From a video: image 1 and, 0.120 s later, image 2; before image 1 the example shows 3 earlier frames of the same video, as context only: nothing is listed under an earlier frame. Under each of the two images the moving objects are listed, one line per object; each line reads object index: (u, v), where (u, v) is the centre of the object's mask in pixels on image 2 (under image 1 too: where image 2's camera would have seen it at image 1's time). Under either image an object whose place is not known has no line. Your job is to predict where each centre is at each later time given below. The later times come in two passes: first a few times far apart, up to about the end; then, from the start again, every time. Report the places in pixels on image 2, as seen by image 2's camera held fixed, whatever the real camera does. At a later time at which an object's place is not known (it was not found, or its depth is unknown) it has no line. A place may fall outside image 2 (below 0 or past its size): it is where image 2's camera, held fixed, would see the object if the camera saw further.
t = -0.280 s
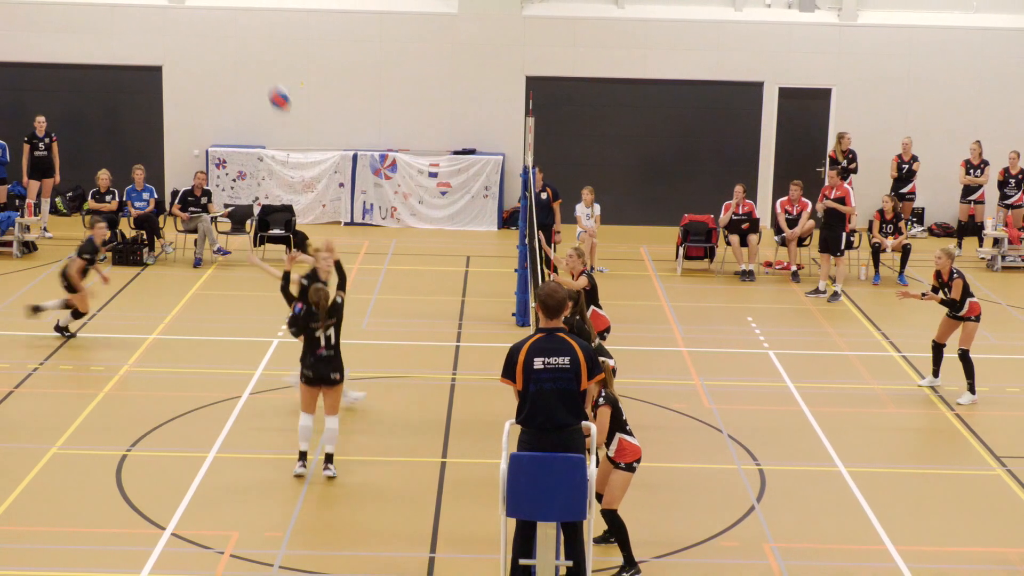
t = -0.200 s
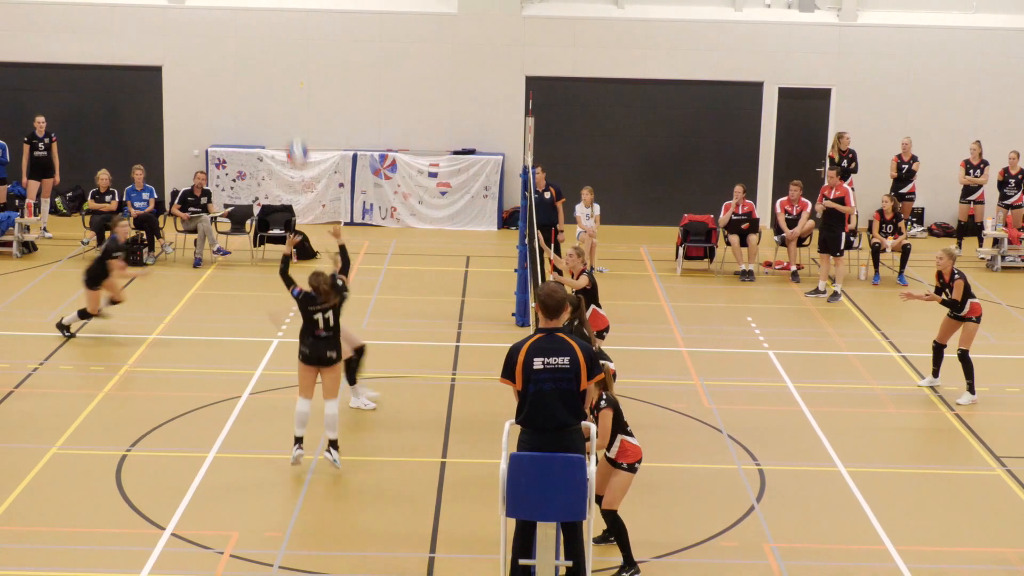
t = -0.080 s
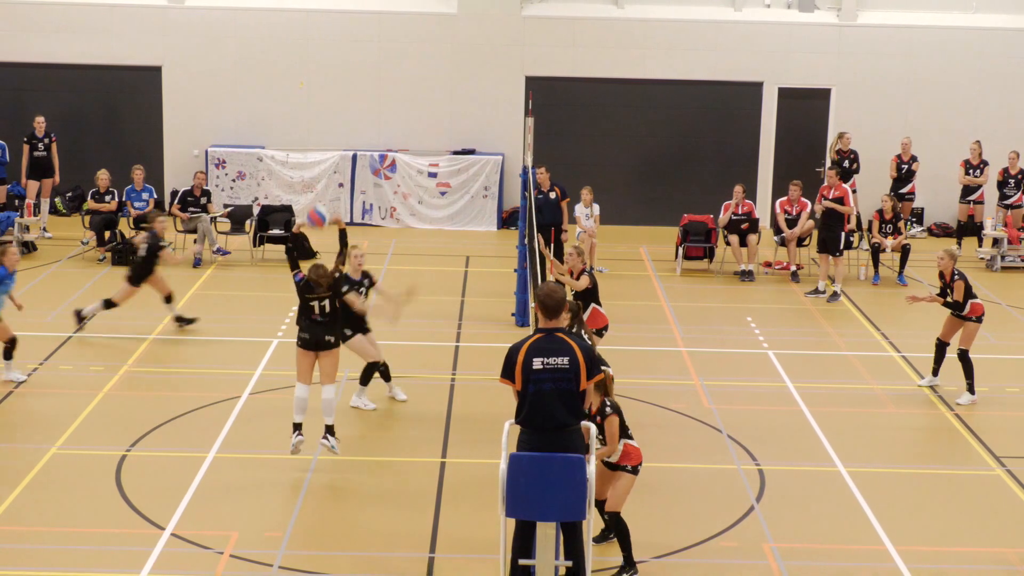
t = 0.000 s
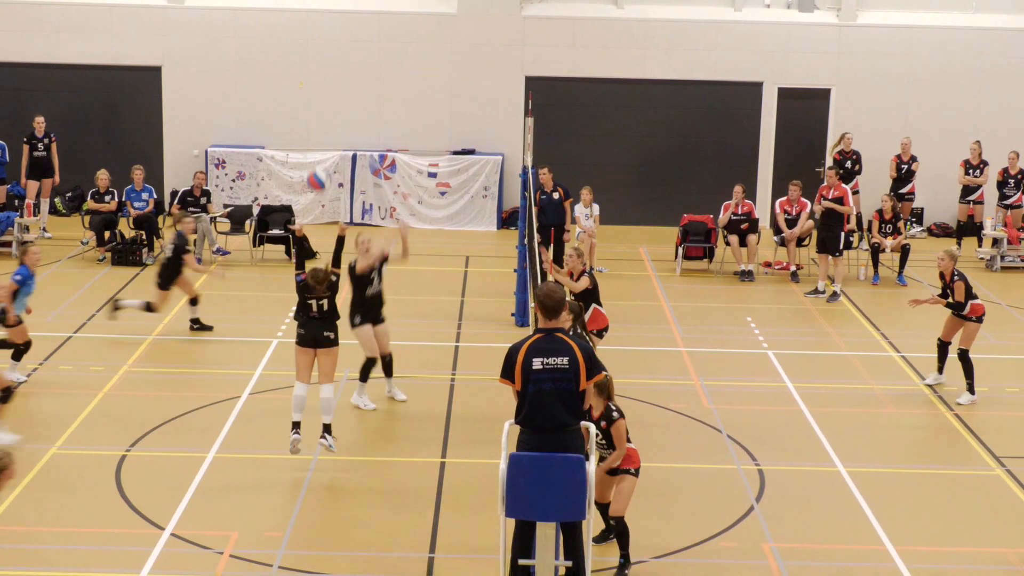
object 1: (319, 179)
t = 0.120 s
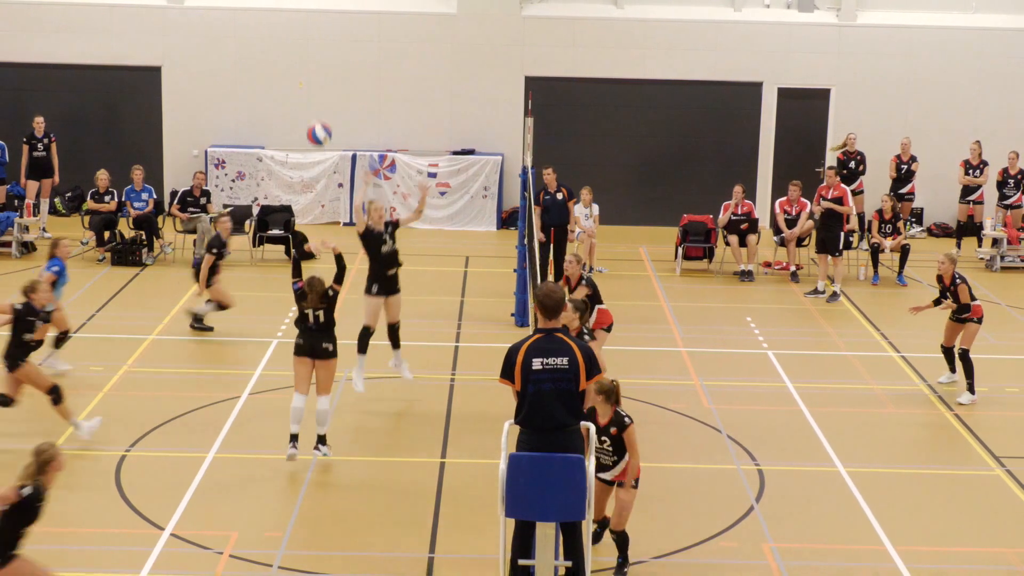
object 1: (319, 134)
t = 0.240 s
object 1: (320, 102)
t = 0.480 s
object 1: (324, 91)
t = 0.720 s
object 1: (327, 154)
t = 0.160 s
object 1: (319, 121)
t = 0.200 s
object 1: (320, 111)
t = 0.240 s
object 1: (320, 102)
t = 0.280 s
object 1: (321, 96)
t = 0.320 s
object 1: (321, 91)
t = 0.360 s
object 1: (322, 89)
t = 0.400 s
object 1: (322, 88)
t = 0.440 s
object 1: (323, 89)
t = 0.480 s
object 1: (324, 91)
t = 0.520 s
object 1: (324, 97)
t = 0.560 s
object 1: (325, 104)
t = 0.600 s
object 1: (325, 113)
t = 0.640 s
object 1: (326, 124)
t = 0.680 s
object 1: (327, 138)
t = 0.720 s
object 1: (327, 154)
